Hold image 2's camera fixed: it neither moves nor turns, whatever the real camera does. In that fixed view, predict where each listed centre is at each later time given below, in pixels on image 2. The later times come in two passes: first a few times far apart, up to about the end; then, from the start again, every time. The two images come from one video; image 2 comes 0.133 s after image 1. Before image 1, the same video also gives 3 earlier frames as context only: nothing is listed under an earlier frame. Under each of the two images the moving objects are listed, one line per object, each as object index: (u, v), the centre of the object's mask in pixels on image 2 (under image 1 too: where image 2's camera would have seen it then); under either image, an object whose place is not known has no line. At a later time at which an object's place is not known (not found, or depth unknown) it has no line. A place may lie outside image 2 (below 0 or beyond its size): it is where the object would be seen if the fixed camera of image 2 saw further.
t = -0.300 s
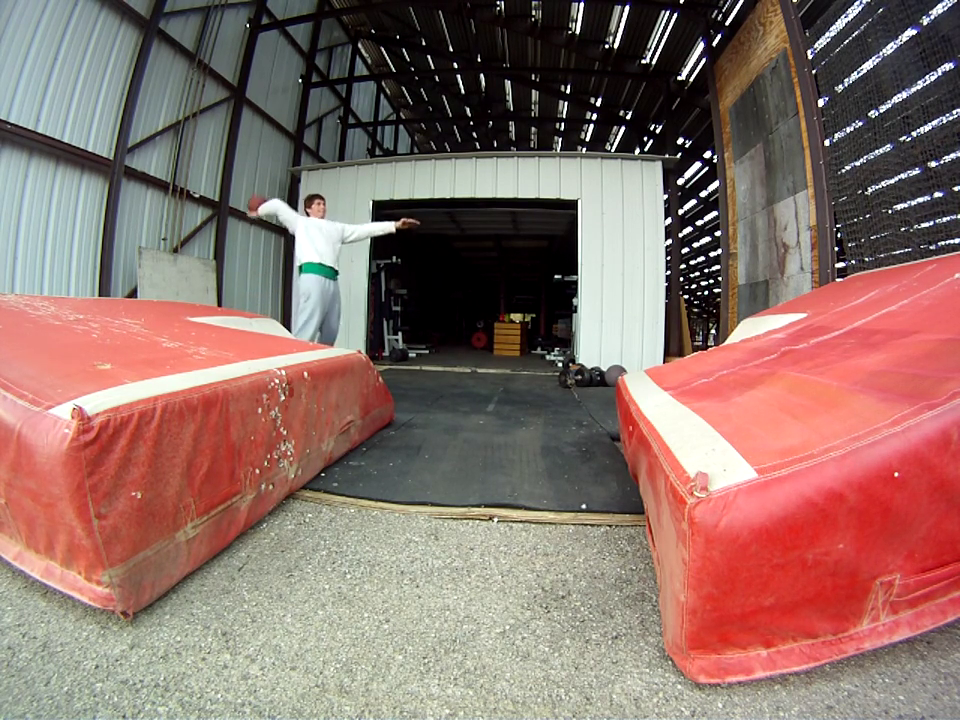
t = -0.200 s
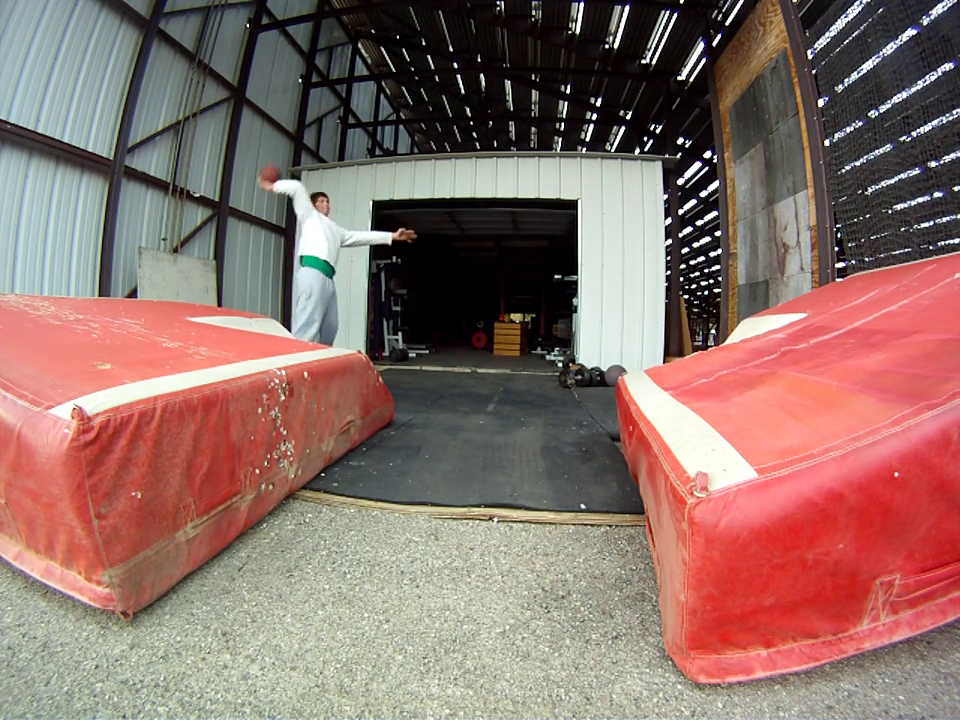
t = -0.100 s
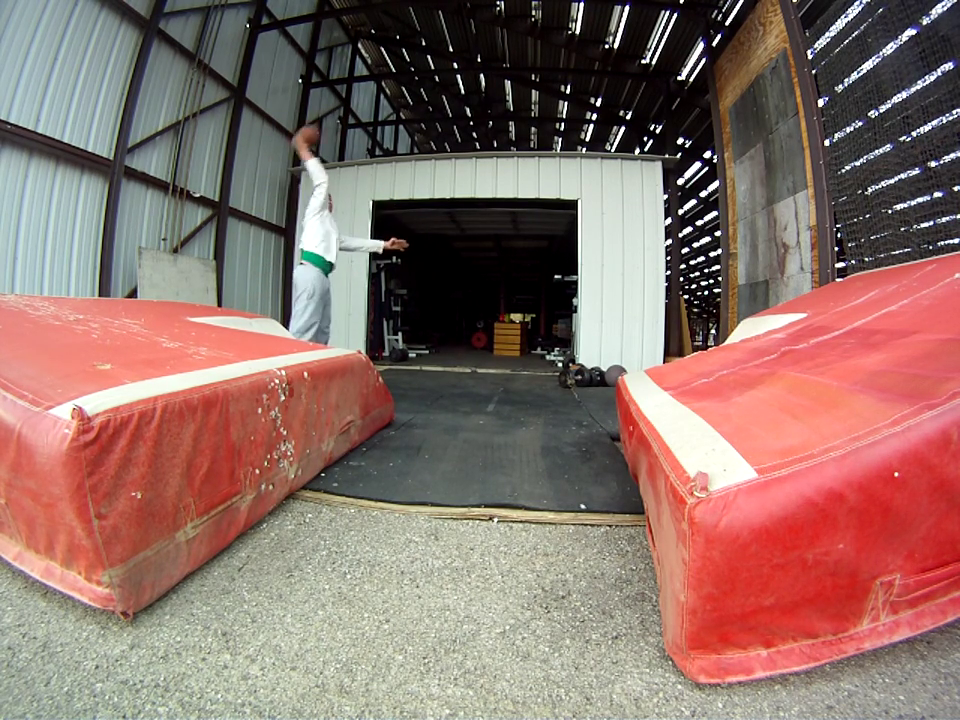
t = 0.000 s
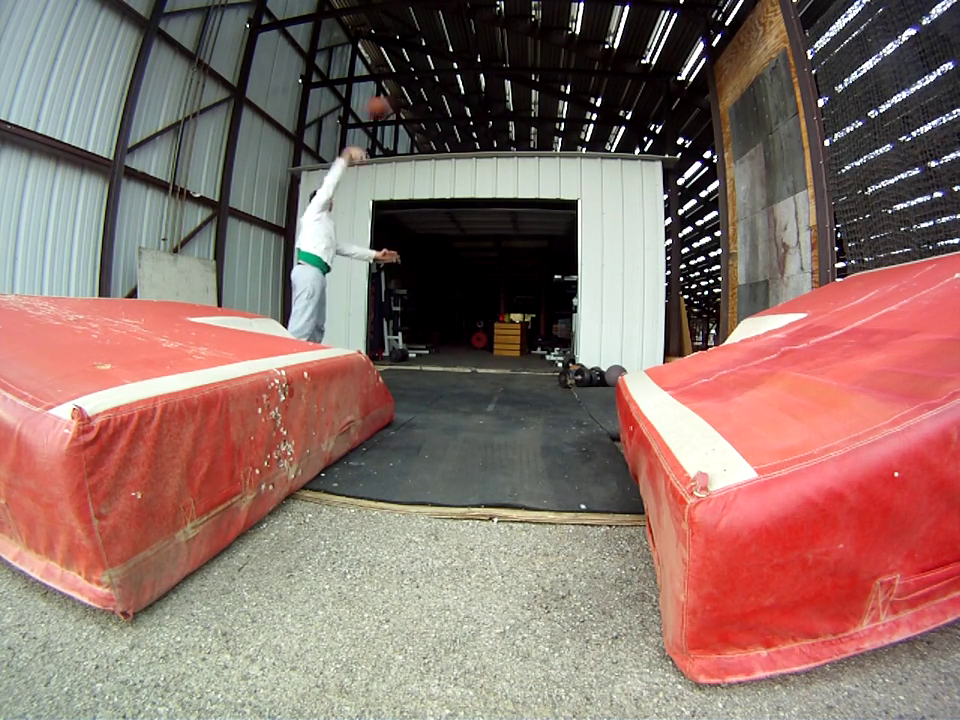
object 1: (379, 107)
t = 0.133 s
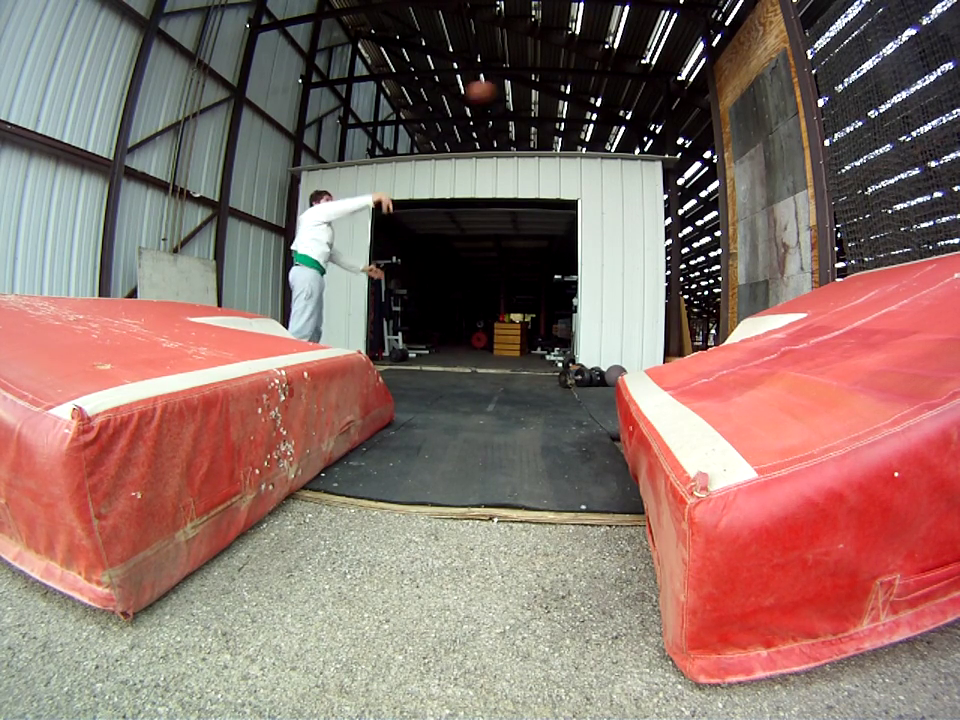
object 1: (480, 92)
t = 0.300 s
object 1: (611, 107)
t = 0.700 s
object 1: (706, 230)
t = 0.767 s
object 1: (683, 259)
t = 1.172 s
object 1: (533, 322)
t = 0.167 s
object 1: (506, 91)
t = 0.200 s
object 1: (532, 93)
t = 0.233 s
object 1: (558, 95)
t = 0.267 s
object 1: (583, 100)
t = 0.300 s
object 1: (611, 107)
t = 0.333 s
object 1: (636, 114)
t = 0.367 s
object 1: (659, 124)
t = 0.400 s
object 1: (683, 133)
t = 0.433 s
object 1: (705, 144)
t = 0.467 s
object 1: (728, 158)
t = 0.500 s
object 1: (752, 174)
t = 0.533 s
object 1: (758, 184)
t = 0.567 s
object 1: (748, 190)
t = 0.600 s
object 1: (738, 198)
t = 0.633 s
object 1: (728, 206)
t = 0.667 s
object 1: (717, 217)
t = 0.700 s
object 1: (706, 230)
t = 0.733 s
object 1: (695, 243)
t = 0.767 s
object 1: (683, 259)
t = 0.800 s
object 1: (670, 276)
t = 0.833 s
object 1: (658, 295)
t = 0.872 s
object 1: (644, 317)
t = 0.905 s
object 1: (630, 340)
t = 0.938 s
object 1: (614, 367)
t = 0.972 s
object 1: (601, 391)
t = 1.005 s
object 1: (588, 388)
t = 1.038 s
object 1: (578, 373)
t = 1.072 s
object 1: (567, 357)
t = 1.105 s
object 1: (555, 343)
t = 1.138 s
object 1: (545, 332)
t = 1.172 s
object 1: (533, 322)
